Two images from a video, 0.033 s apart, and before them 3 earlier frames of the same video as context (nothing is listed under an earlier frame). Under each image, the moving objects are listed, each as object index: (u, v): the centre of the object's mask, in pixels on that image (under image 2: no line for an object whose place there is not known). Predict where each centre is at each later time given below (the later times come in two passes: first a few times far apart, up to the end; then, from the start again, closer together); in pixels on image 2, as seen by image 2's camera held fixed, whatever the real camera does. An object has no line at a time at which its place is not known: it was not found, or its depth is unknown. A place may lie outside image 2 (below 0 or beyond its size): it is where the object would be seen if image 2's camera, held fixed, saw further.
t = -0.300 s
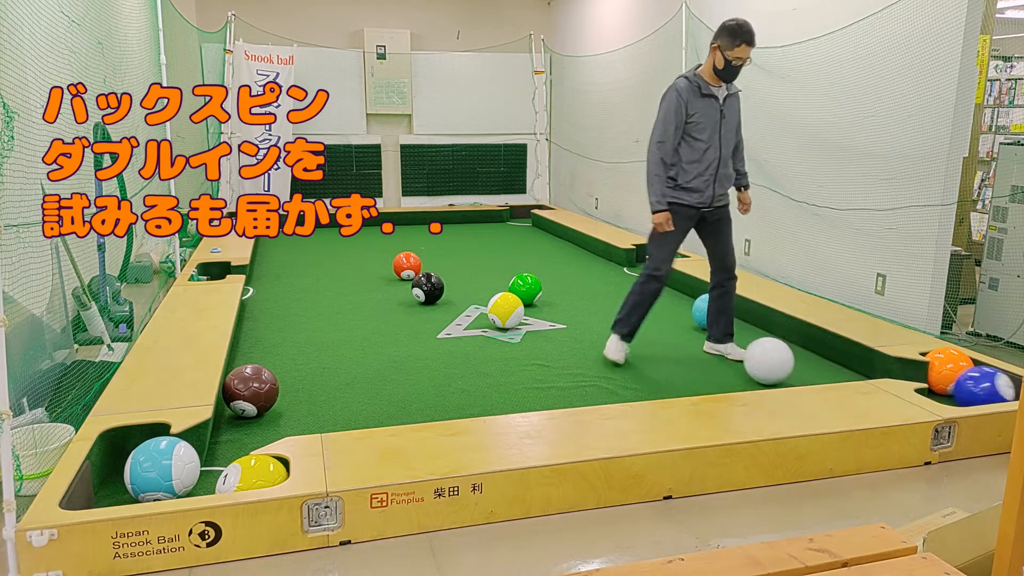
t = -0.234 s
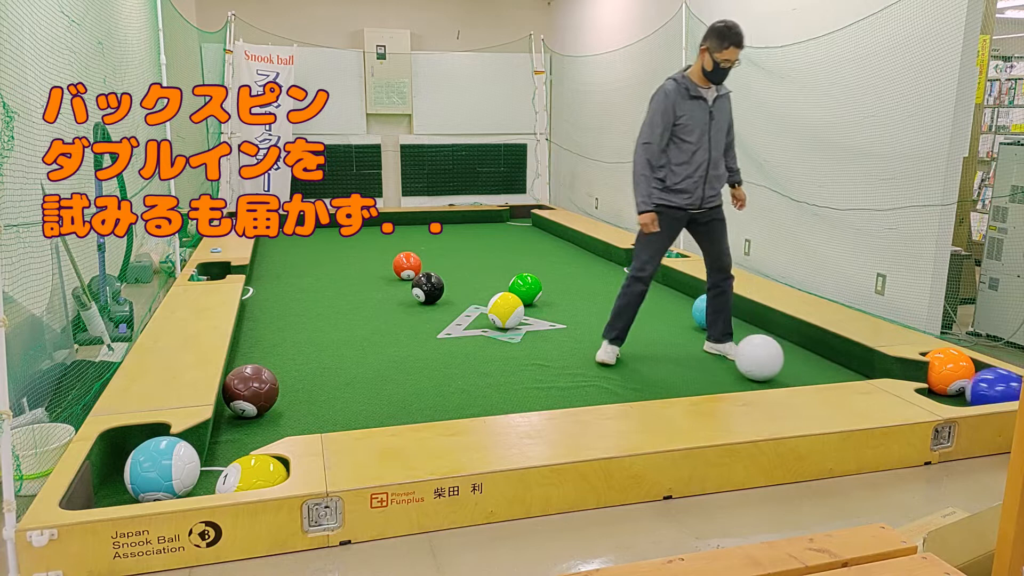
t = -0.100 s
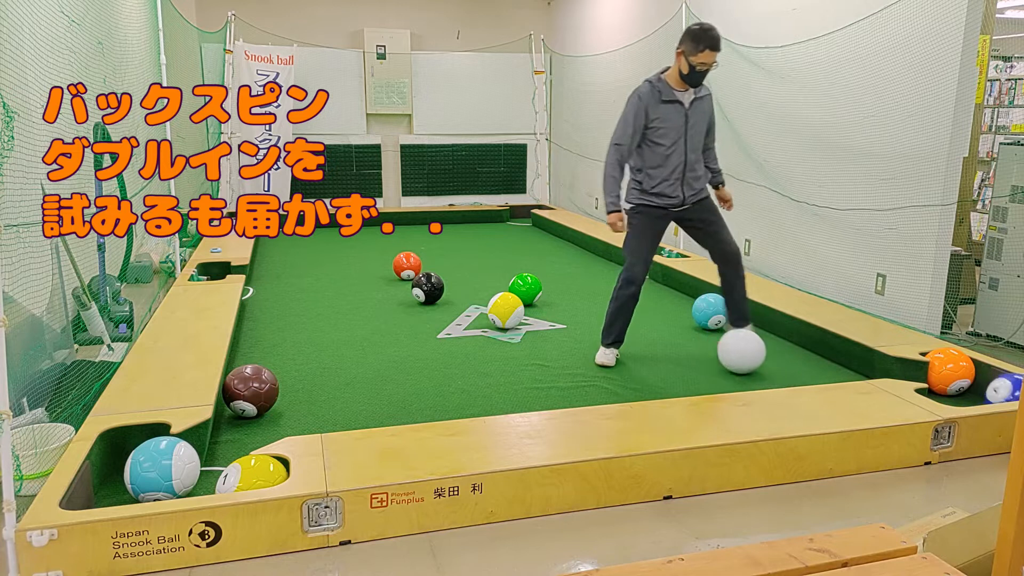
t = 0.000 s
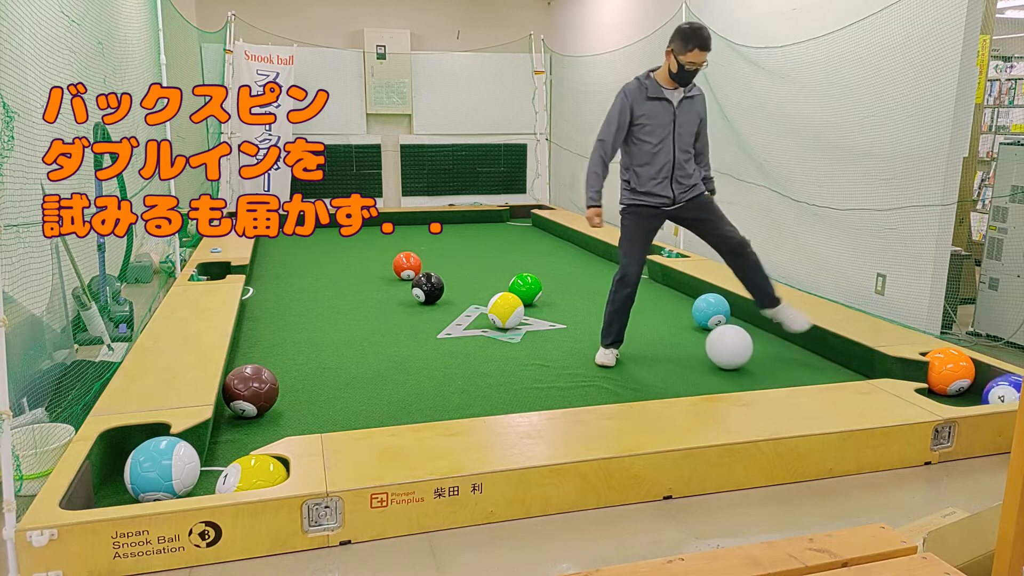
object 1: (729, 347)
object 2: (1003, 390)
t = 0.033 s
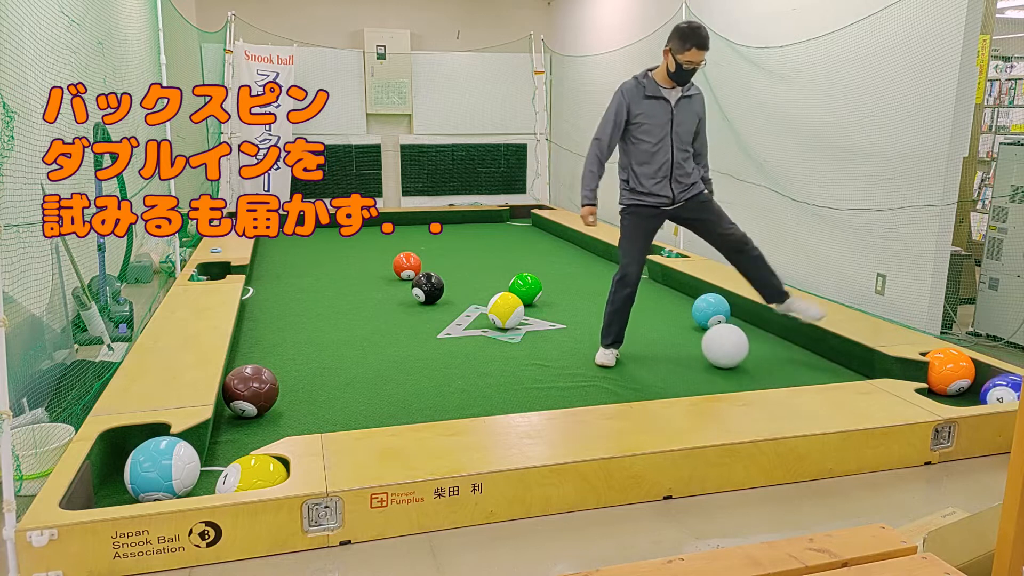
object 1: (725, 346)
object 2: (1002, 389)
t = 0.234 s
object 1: (702, 338)
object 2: (994, 389)
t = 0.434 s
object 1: (682, 330)
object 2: (989, 390)
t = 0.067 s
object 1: (721, 344)
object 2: (1000, 389)
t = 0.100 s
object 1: (717, 343)
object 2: (999, 389)
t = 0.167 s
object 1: (709, 340)
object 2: (997, 389)
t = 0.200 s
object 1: (706, 339)
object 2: (996, 389)
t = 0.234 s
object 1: (702, 338)
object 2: (994, 389)
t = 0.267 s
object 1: (698, 336)
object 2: (993, 389)
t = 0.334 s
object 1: (691, 334)
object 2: (991, 390)
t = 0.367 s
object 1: (688, 333)
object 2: (991, 390)
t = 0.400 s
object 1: (685, 331)
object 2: (990, 390)
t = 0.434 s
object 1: (682, 330)
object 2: (989, 390)
